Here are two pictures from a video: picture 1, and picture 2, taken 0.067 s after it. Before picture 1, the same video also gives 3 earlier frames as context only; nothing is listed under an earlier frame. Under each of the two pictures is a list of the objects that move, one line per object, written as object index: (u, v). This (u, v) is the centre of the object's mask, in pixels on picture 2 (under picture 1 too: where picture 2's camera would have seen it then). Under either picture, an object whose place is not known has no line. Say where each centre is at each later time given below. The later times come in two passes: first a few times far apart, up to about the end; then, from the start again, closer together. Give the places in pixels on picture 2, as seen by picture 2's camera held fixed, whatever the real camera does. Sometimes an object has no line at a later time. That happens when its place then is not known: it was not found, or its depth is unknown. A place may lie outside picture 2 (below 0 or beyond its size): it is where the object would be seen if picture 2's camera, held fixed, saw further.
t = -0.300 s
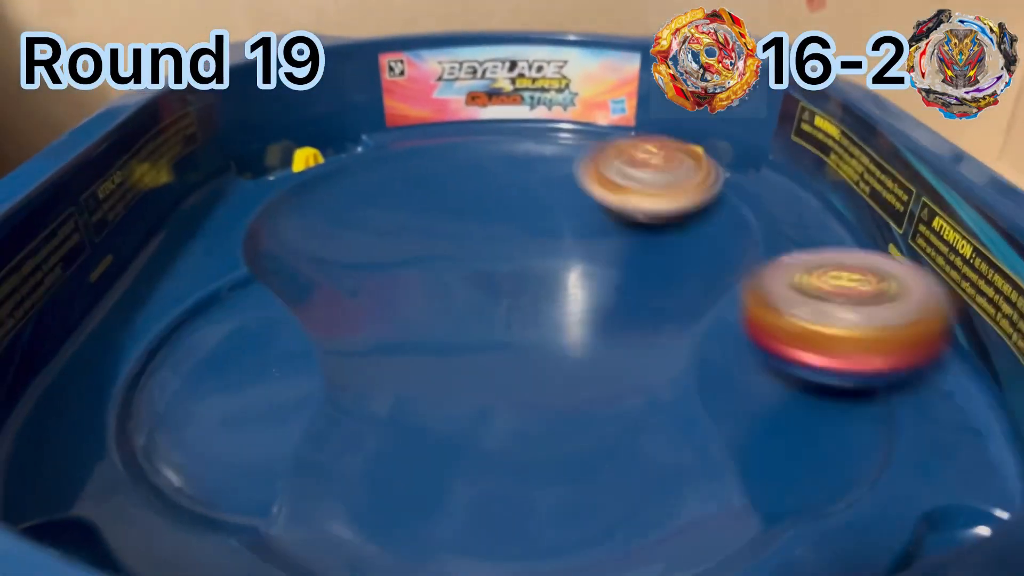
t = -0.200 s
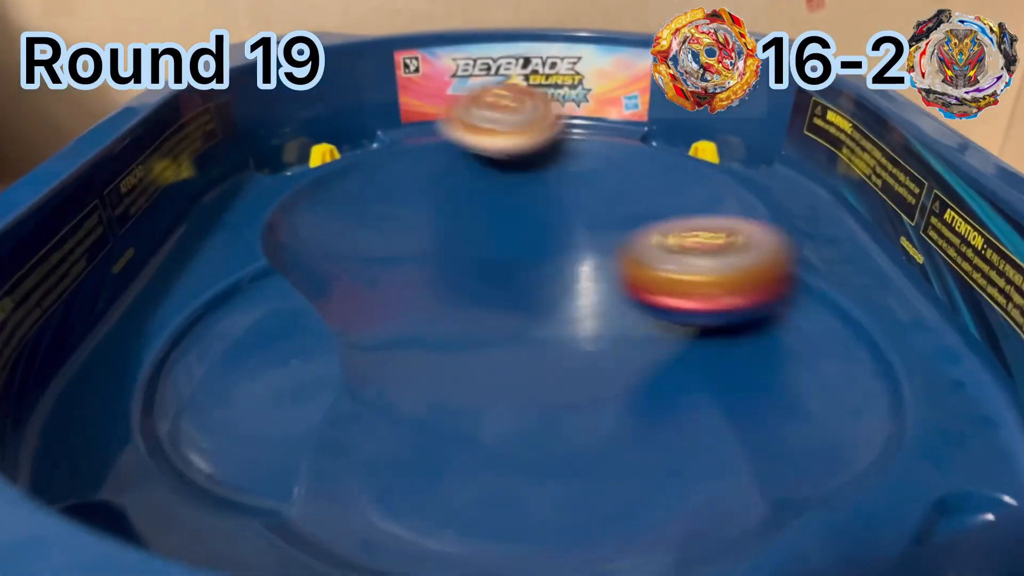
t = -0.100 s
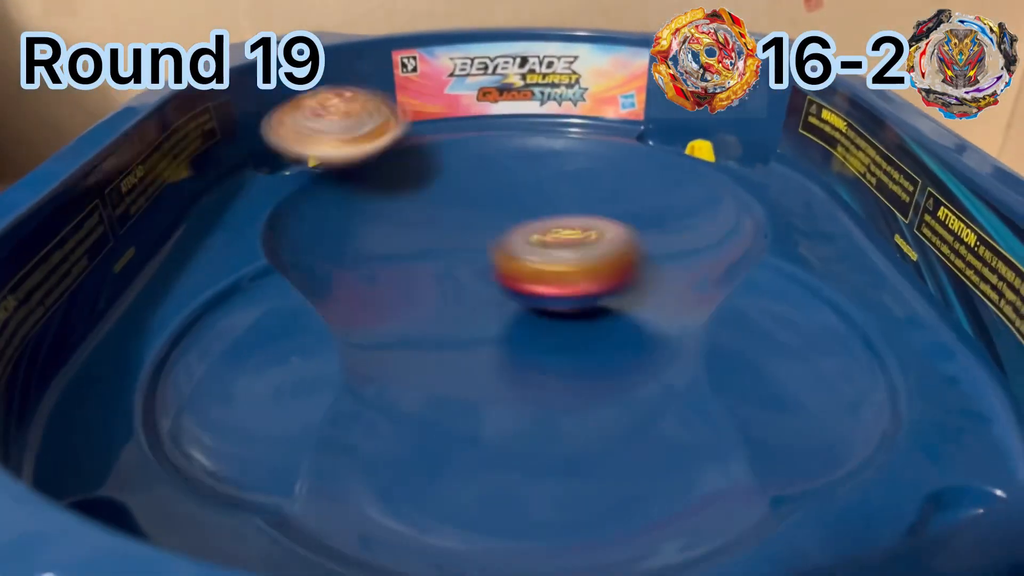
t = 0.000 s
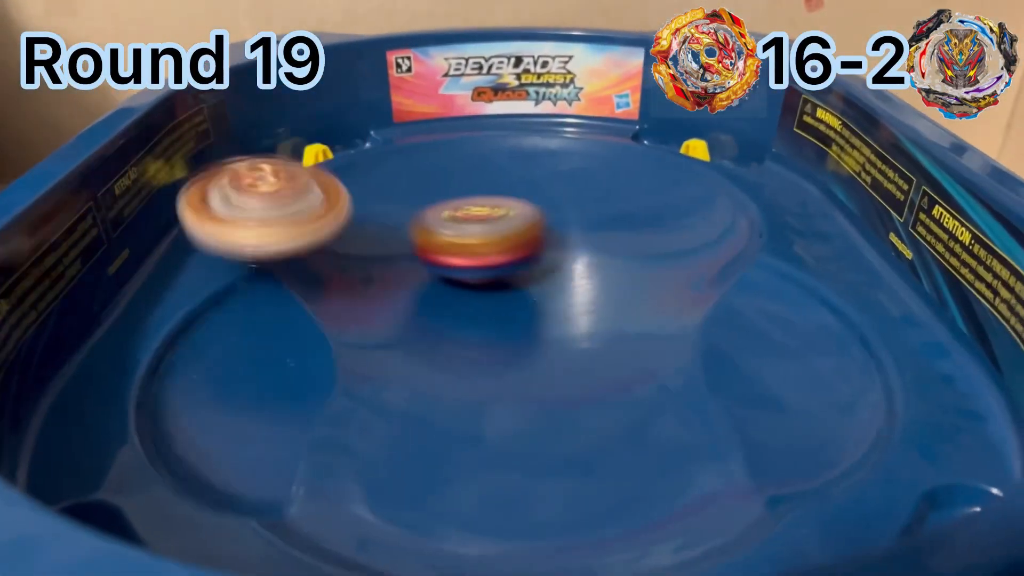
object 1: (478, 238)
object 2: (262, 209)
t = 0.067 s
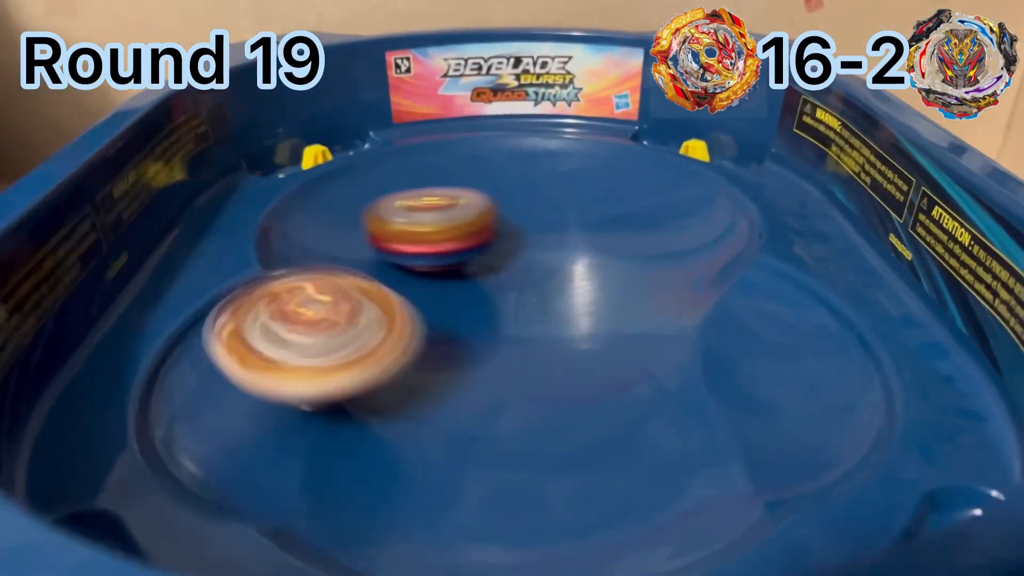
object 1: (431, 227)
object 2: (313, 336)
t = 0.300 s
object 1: (393, 237)
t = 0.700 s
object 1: (586, 315)
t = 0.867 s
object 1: (627, 267)
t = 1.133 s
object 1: (489, 188)
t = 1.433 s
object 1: (425, 291)
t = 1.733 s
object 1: (716, 254)
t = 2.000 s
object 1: (540, 201)
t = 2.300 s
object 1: (407, 258)
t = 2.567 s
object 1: (581, 307)
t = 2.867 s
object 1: (619, 211)
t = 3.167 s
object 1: (396, 209)
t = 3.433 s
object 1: (491, 302)
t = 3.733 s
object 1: (643, 245)
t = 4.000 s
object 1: (504, 178)
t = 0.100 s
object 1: (412, 218)
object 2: (367, 376)
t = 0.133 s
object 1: (397, 216)
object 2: (441, 425)
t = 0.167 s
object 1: (385, 212)
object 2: (540, 450)
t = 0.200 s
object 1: (379, 215)
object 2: (652, 463)
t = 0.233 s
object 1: (379, 221)
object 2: (763, 437)
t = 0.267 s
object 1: (384, 229)
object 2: (853, 403)
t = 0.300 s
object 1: (393, 237)
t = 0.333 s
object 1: (404, 246)
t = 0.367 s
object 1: (415, 256)
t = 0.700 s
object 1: (586, 315)
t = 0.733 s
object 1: (604, 311)
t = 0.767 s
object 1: (616, 304)
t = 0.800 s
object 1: (623, 293)
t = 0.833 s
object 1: (627, 281)
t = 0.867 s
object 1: (627, 267)
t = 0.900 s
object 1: (624, 253)
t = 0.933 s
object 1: (617, 241)
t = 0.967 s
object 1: (607, 228)
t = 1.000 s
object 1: (592, 217)
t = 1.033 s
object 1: (573, 207)
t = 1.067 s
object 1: (548, 198)
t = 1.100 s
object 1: (520, 192)
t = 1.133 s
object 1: (489, 188)
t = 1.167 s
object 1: (458, 186)
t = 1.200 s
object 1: (428, 188)
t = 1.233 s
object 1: (400, 193)
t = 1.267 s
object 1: (378, 201)
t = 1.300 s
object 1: (362, 213)
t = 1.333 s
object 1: (357, 229)
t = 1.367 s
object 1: (365, 246)
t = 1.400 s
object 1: (389, 270)
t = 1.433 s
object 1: (425, 291)
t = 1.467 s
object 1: (471, 307)
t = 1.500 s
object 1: (516, 315)
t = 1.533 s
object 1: (565, 321)
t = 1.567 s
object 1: (613, 321)
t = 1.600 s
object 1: (655, 311)
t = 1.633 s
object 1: (688, 296)
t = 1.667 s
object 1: (709, 280)
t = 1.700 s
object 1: (717, 267)
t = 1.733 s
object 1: (716, 254)
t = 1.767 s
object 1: (703, 240)
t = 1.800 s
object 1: (684, 239)
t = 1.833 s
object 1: (658, 243)
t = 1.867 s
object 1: (629, 234)
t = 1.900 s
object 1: (603, 226)
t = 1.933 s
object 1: (582, 216)
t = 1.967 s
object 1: (562, 208)
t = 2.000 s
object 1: (540, 201)
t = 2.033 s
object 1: (515, 197)
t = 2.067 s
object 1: (488, 196)
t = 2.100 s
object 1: (463, 198)
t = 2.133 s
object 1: (442, 202)
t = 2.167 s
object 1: (423, 211)
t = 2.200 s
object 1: (409, 221)
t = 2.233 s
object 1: (402, 232)
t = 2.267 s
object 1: (402, 245)
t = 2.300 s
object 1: (407, 258)
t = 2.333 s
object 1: (420, 269)
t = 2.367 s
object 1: (438, 282)
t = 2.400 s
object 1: (457, 292)
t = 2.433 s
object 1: (479, 300)
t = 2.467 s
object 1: (503, 304)
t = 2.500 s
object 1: (529, 305)
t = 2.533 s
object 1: (555, 307)
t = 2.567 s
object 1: (581, 307)
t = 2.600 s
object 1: (607, 303)
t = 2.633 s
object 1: (627, 296)
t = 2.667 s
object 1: (642, 285)
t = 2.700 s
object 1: (649, 273)
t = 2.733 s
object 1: (650, 260)
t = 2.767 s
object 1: (647, 248)
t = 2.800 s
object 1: (642, 235)
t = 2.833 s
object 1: (633, 223)
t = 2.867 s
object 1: (619, 211)
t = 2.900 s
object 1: (600, 202)
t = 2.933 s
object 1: (579, 193)
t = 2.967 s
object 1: (553, 187)
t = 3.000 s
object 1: (523, 183)
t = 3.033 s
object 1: (493, 183)
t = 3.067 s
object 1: (463, 185)
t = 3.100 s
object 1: (437, 191)
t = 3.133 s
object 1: (413, 199)
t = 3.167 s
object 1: (396, 209)
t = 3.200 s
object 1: (384, 222)
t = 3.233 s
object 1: (380, 235)
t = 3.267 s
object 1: (385, 249)
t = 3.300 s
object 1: (399, 263)
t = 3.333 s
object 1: (417, 277)
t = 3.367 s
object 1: (439, 288)
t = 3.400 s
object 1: (465, 298)
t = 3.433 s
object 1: (491, 302)
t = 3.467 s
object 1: (515, 302)
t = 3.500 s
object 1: (539, 302)
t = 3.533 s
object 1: (565, 302)
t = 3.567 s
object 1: (590, 298)
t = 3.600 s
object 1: (612, 291)
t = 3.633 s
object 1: (628, 282)
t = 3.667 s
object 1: (639, 270)
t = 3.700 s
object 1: (643, 258)
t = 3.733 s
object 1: (643, 245)
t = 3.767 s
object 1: (639, 232)
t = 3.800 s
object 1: (632, 220)
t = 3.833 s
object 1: (621, 209)
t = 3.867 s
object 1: (605, 199)
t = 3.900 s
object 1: (584, 190)
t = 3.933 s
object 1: (560, 183)
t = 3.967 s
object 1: (532, 179)
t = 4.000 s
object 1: (504, 178)
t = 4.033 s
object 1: (476, 180)
